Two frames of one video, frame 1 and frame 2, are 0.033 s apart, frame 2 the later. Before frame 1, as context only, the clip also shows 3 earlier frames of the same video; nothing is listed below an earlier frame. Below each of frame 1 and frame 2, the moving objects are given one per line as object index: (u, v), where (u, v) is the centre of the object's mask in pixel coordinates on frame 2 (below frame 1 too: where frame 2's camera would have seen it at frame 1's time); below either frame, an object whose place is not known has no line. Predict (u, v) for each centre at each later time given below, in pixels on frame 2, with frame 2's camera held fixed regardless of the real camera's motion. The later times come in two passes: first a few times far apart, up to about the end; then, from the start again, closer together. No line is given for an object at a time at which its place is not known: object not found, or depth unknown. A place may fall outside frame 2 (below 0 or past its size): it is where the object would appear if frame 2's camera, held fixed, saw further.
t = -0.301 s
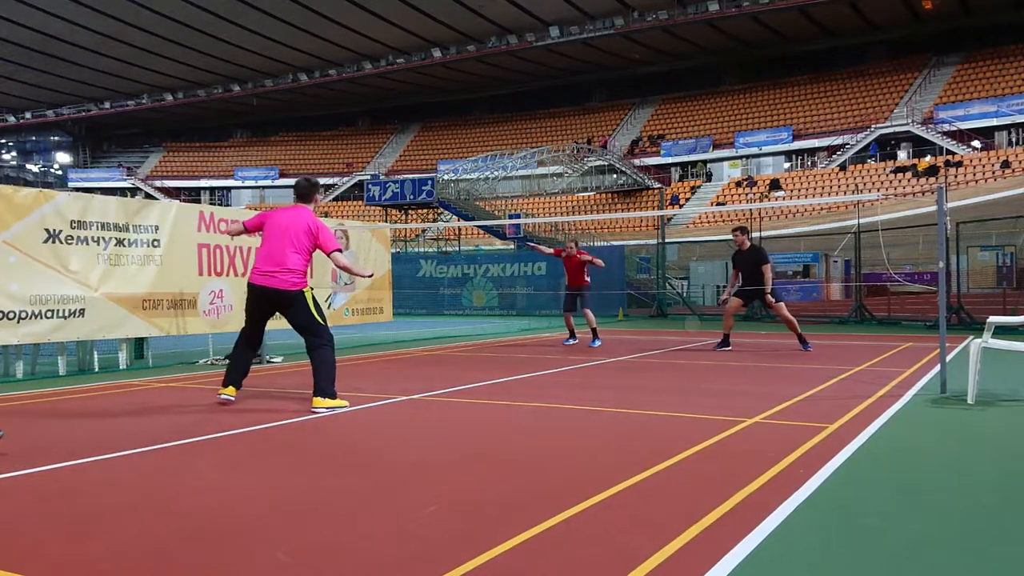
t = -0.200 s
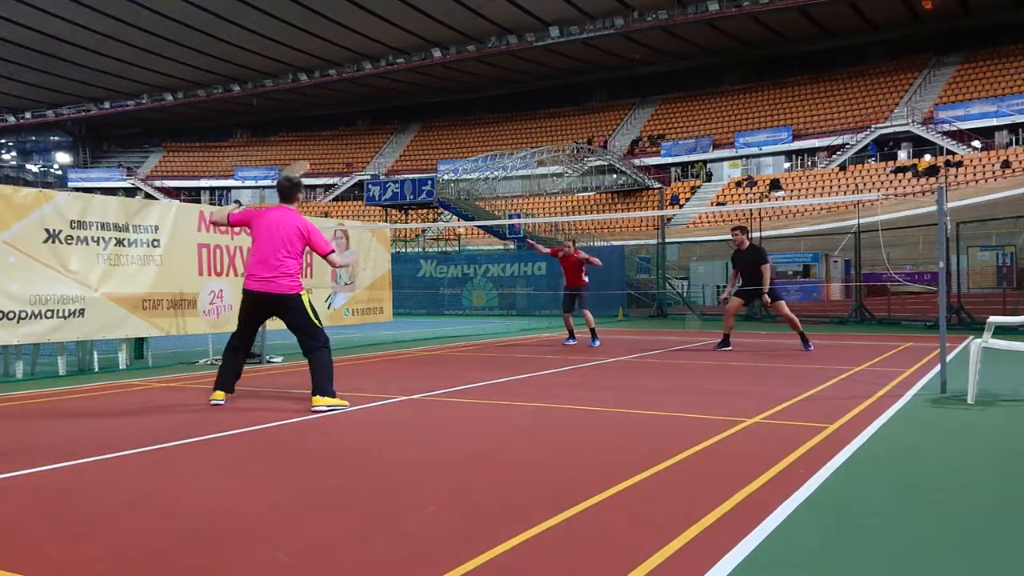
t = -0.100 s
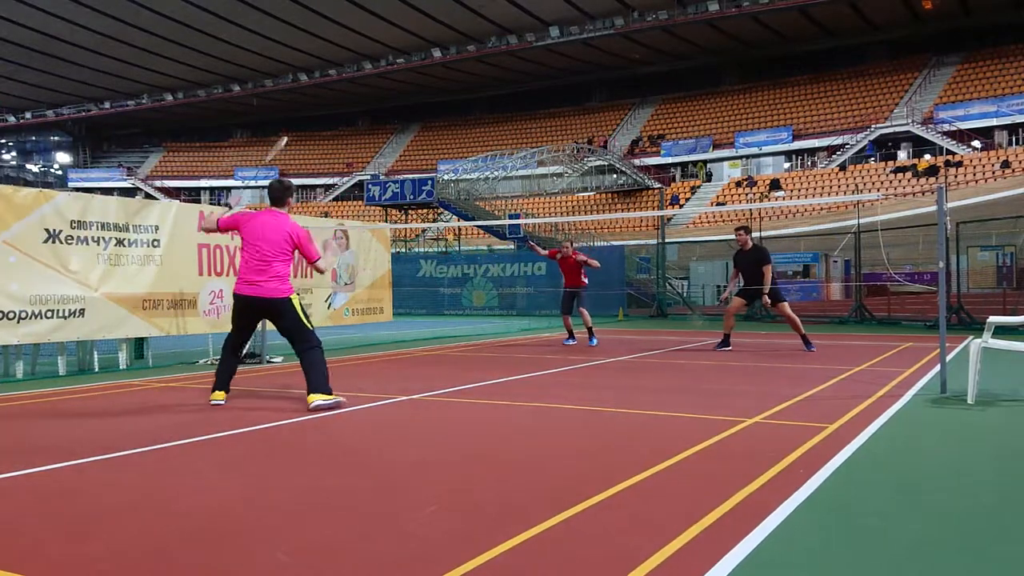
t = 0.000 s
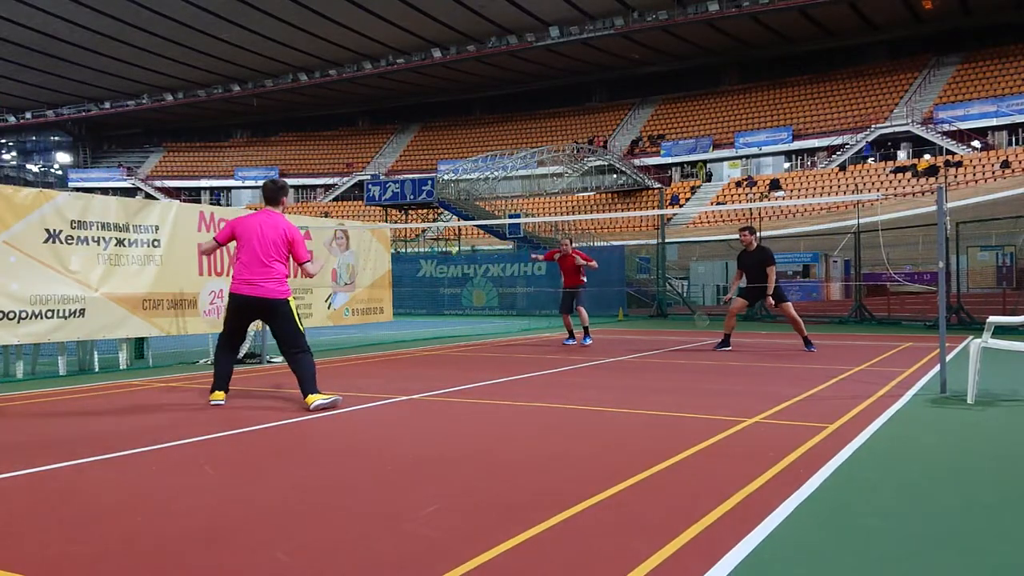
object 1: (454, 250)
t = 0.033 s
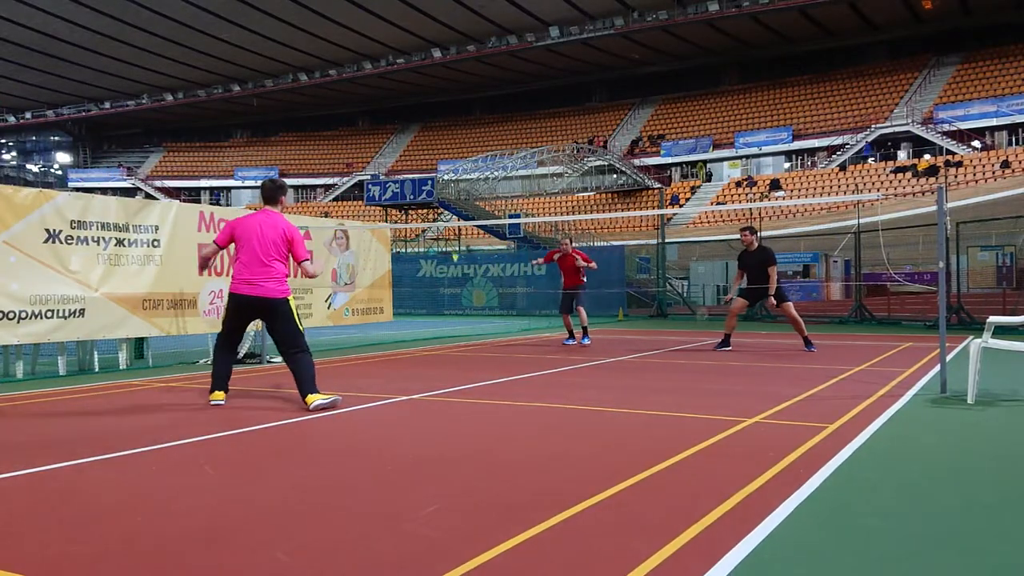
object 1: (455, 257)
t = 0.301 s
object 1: (462, 343)
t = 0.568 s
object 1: (463, 346)
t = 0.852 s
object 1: (460, 363)
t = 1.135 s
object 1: (461, 364)
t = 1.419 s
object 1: (462, 367)
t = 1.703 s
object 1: (462, 367)
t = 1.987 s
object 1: (462, 367)
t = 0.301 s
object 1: (462, 343)
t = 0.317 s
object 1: (463, 349)
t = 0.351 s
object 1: (463, 362)
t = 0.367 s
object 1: (463, 358)
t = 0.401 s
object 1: (464, 353)
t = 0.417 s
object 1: (464, 349)
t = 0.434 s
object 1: (464, 348)
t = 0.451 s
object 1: (464, 348)
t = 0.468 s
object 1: (464, 348)
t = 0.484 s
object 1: (464, 348)
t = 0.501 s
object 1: (463, 347)
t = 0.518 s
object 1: (463, 346)
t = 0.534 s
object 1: (463, 346)
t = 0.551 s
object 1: (463, 346)
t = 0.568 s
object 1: (463, 346)
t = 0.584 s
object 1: (462, 346)
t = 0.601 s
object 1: (462, 346)
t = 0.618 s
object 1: (462, 346)
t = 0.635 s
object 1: (462, 347)
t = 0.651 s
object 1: (462, 346)
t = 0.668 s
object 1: (461, 347)
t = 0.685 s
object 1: (461, 348)
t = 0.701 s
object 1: (461, 349)
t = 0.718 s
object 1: (461, 352)
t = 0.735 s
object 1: (461, 355)
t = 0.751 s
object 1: (461, 357)
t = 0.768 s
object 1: (461, 359)
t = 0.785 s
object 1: (460, 362)
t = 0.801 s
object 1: (460, 361)
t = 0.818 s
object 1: (460, 361)
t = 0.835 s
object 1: (460, 362)
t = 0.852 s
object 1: (460, 363)
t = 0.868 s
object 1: (460, 363)
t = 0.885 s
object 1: (460, 363)
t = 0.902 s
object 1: (461, 363)
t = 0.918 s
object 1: (461, 364)
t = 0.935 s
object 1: (461, 364)
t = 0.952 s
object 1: (461, 364)
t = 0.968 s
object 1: (461, 364)
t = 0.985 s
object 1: (461, 364)
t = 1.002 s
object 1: (461, 364)
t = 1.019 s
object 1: (461, 364)
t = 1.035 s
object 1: (461, 365)
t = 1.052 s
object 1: (461, 366)
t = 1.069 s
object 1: (461, 365)
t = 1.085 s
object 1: (461, 366)
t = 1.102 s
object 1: (461, 365)
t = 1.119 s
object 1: (461, 364)
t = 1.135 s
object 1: (461, 364)
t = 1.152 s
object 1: (460, 364)
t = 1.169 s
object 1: (460, 364)
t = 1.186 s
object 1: (461, 364)
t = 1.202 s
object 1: (461, 364)
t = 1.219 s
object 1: (461, 365)
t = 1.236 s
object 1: (461, 365)
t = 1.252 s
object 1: (461, 365)
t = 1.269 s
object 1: (462, 366)
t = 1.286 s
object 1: (462, 366)
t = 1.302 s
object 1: (462, 366)
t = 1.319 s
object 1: (462, 367)
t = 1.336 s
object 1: (462, 367)
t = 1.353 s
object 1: (462, 367)
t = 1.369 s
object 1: (462, 367)
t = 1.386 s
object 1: (462, 367)
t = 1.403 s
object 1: (462, 367)
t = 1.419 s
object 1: (462, 367)
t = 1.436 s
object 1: (462, 367)
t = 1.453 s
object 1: (462, 367)
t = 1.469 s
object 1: (462, 367)
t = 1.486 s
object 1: (462, 367)
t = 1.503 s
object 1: (462, 367)
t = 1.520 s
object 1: (462, 367)
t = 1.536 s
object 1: (462, 367)
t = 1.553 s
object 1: (462, 367)
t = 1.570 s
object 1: (462, 367)
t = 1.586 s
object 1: (462, 367)
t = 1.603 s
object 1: (462, 367)
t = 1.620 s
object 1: (462, 367)
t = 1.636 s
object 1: (462, 367)
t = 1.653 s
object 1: (462, 367)
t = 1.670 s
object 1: (462, 367)
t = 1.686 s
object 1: (462, 367)
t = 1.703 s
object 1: (462, 367)
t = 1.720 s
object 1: (462, 367)
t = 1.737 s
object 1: (462, 367)
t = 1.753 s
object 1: (462, 367)
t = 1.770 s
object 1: (462, 367)
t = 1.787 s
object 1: (462, 367)
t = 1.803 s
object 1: (462, 367)
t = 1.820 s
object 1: (462, 367)
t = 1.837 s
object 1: (462, 367)
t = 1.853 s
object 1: (462, 367)
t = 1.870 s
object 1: (462, 367)
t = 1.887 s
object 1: (462, 367)
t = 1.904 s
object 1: (462, 367)
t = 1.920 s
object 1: (462, 367)
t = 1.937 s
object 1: (462, 367)
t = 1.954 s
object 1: (462, 367)
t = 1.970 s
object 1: (462, 367)
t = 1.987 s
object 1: (462, 367)
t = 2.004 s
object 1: (462, 367)
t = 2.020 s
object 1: (462, 367)
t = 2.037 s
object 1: (462, 367)
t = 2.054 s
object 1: (462, 367)
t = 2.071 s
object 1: (462, 367)
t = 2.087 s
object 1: (462, 367)
